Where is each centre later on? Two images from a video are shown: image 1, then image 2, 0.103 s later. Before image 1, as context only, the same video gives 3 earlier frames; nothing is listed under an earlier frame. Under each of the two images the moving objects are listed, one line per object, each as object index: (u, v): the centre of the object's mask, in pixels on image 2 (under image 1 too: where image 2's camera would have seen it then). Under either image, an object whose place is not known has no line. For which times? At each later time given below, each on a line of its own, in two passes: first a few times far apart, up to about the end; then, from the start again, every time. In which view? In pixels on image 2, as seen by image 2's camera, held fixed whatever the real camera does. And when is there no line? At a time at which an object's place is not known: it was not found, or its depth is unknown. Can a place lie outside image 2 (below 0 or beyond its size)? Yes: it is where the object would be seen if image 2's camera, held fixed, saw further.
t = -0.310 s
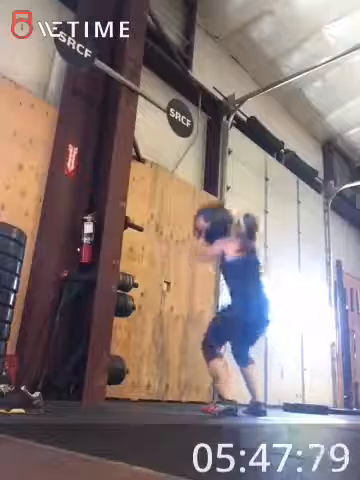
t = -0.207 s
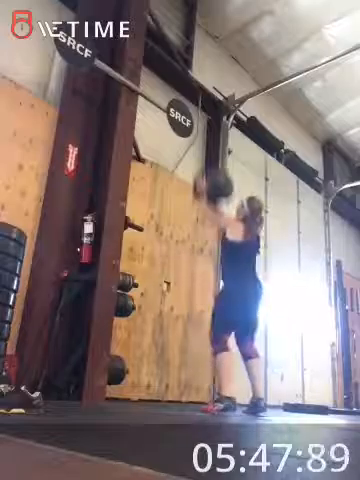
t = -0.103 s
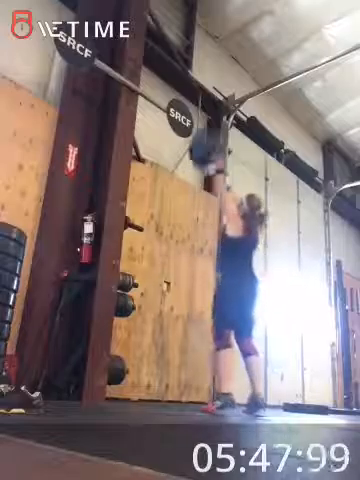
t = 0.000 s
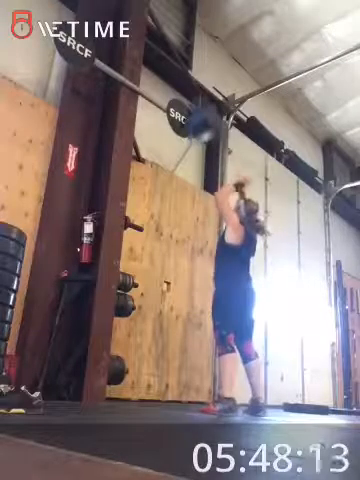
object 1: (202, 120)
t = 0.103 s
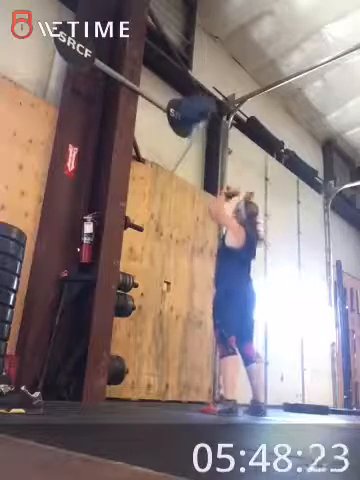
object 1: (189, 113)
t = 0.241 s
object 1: (187, 112)
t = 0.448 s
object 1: (197, 125)
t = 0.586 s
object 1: (198, 155)
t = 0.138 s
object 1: (188, 113)
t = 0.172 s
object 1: (192, 110)
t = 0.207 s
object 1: (188, 113)
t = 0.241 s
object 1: (187, 112)
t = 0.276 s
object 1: (187, 112)
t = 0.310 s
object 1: (187, 113)
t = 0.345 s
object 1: (188, 113)
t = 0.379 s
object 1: (194, 114)
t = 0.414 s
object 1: (201, 117)
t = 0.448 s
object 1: (197, 125)
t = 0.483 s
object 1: (198, 130)
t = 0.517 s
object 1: (198, 137)
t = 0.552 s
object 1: (198, 145)
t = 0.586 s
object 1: (198, 155)
